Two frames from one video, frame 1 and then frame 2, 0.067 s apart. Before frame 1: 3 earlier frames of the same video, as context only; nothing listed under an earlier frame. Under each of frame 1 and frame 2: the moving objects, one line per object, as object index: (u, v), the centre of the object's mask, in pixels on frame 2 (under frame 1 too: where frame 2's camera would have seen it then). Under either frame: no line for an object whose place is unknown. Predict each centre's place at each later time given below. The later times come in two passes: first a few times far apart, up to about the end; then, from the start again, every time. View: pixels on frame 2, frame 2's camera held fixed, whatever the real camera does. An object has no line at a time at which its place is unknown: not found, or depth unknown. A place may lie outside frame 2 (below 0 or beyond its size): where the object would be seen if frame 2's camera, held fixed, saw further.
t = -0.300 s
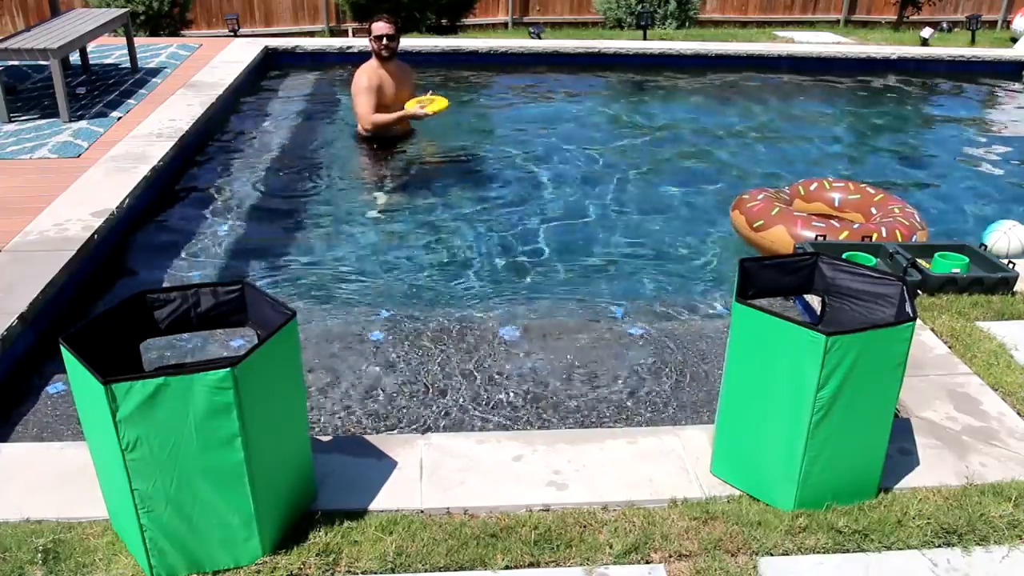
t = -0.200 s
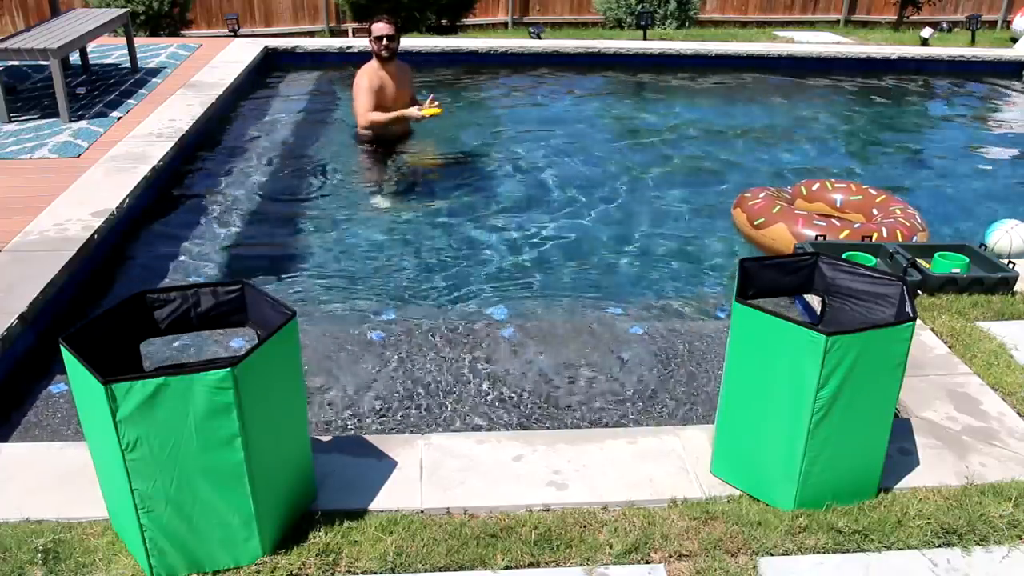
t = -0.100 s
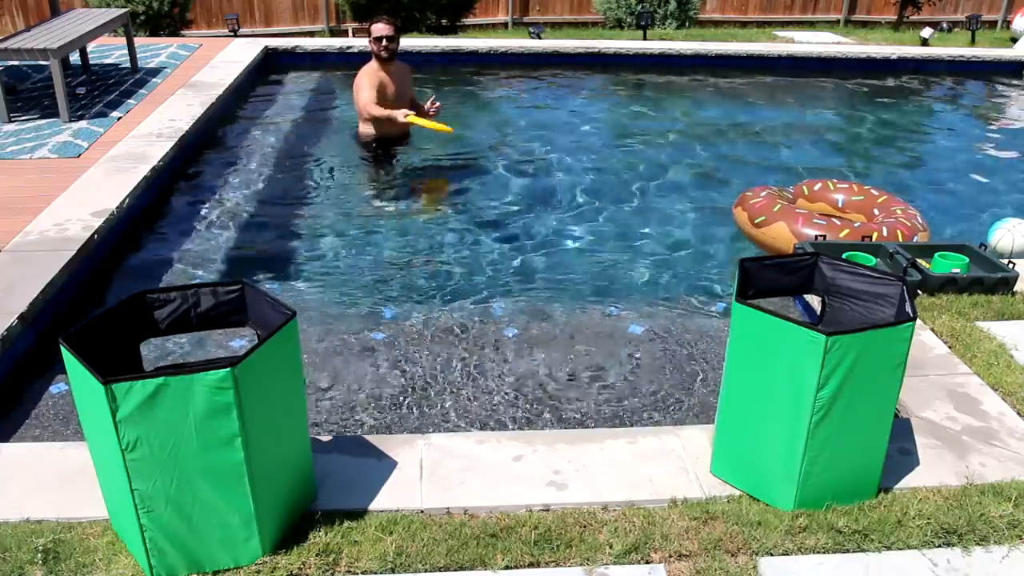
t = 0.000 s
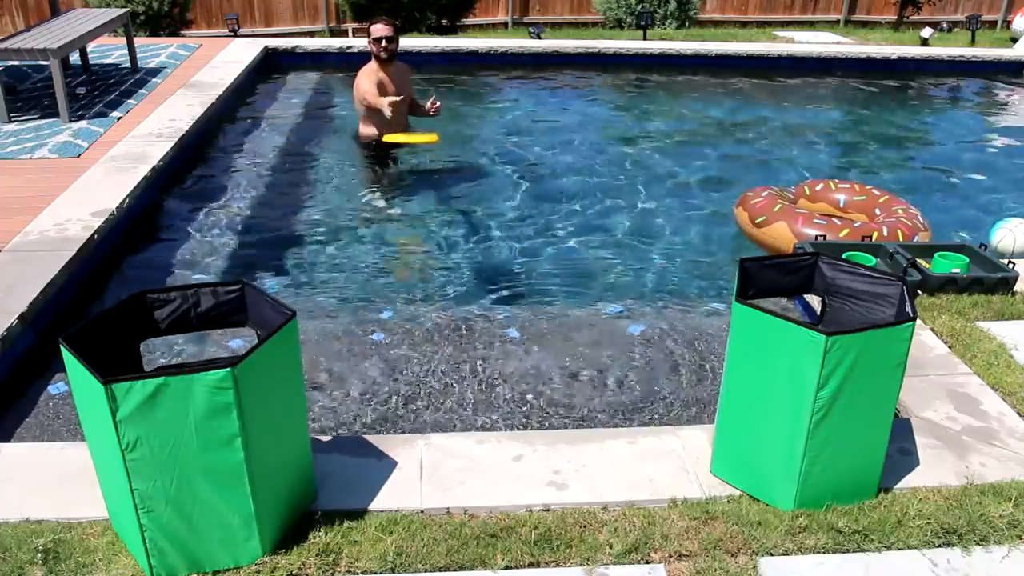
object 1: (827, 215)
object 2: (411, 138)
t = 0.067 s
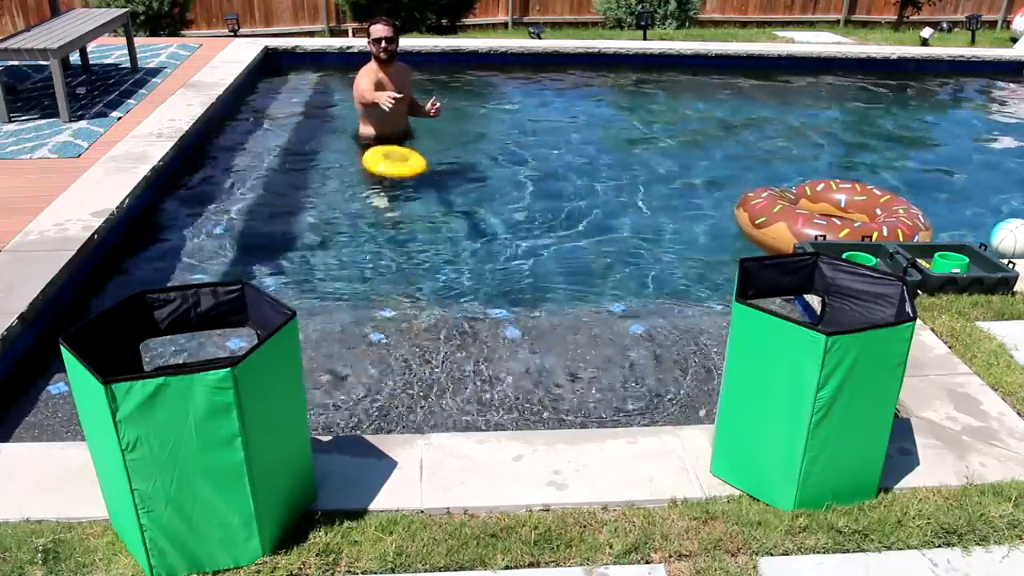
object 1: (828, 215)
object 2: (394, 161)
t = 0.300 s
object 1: (832, 216)
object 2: (325, 359)
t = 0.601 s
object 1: (831, 216)
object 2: (593, 508)
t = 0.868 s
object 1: (832, 216)
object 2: (747, 548)
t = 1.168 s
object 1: (835, 216)
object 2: (771, 553)
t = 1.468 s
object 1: (838, 215)
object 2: (771, 553)
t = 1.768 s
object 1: (841, 214)
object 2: (771, 553)
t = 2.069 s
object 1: (847, 214)
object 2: (771, 553)
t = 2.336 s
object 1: (854, 213)
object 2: (771, 553)
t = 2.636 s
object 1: (863, 213)
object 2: (771, 553)
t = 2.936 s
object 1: (871, 213)
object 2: (771, 553)
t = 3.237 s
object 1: (878, 213)
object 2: (771, 553)
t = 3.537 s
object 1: (885, 212)
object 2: (771, 553)
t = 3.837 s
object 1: (896, 213)
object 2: (771, 553)
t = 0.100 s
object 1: (829, 215)
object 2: (386, 177)
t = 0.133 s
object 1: (829, 215)
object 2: (375, 196)
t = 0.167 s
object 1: (830, 215)
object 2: (362, 219)
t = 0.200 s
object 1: (831, 215)
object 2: (351, 245)
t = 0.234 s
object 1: (831, 216)
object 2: (338, 278)
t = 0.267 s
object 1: (832, 216)
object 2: (327, 316)
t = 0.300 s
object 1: (832, 216)
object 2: (325, 359)
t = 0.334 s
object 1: (832, 216)
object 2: (330, 398)
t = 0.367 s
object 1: (832, 216)
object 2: (349, 422)
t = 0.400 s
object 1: (832, 216)
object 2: (380, 440)
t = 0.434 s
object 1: (832, 216)
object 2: (421, 459)
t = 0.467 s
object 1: (832, 216)
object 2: (455, 471)
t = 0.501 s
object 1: (832, 216)
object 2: (490, 479)
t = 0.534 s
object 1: (832, 216)
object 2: (524, 490)
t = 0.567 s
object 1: (831, 216)
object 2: (559, 499)
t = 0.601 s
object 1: (831, 216)
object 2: (593, 508)
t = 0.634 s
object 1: (831, 216)
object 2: (625, 517)
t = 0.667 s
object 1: (831, 216)
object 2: (655, 526)
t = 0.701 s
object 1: (831, 216)
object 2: (680, 532)
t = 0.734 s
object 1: (831, 216)
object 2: (700, 536)
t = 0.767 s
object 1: (831, 216)
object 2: (714, 539)
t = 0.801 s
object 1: (831, 216)
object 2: (727, 541)
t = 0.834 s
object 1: (831, 216)
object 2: (738, 544)
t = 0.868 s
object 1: (832, 216)
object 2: (747, 548)
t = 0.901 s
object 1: (832, 216)
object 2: (753, 550)
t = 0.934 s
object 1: (832, 216)
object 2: (759, 551)
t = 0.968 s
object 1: (832, 216)
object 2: (763, 552)
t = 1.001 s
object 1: (832, 216)
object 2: (766, 553)
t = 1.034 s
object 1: (833, 216)
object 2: (768, 553)
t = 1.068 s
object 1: (834, 216)
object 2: (771, 553)
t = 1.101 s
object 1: (834, 216)
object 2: (771, 553)
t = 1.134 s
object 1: (835, 216)
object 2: (771, 553)
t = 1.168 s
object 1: (835, 216)
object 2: (771, 553)
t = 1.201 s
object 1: (836, 216)
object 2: (771, 553)
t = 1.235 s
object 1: (836, 215)
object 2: (771, 553)
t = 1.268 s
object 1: (837, 215)
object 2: (771, 553)
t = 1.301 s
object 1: (837, 215)
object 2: (771, 553)
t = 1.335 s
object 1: (837, 215)
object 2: (771, 553)
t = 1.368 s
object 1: (838, 215)
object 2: (771, 553)
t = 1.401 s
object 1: (838, 215)
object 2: (771, 553)
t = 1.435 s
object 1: (838, 215)
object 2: (771, 553)
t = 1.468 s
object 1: (838, 215)
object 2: (771, 553)
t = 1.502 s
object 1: (838, 215)
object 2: (771, 553)
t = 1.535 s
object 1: (838, 215)
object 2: (771, 553)
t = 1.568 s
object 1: (839, 215)
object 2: (771, 553)
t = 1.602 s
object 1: (839, 214)
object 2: (771, 553)
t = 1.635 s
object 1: (839, 214)
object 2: (771, 553)
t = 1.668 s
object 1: (840, 214)
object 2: (771, 553)
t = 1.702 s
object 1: (840, 215)
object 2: (771, 553)
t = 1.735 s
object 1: (840, 215)
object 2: (771, 553)
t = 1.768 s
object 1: (841, 214)
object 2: (771, 553)
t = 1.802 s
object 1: (842, 215)
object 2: (771, 553)
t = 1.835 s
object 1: (842, 214)
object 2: (771, 553)
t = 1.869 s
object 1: (843, 214)
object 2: (771, 553)
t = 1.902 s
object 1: (844, 214)
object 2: (771, 553)
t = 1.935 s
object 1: (844, 214)
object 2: (771, 553)
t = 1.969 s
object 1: (845, 214)
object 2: (771, 553)
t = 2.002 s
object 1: (845, 214)
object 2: (771, 553)
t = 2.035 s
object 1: (846, 214)
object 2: (771, 553)
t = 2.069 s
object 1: (847, 214)
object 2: (771, 553)
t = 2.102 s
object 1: (848, 214)
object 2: (771, 553)
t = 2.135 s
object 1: (849, 214)
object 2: (771, 553)
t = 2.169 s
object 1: (850, 214)
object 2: (771, 553)
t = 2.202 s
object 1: (851, 214)
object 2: (771, 553)
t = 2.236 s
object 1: (852, 214)
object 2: (771, 553)
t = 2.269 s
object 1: (852, 213)
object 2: (771, 553)
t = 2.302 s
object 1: (853, 213)
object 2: (771, 553)
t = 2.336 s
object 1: (854, 213)
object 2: (771, 553)
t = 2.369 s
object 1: (855, 213)
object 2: (771, 553)
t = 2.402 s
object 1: (856, 213)
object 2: (771, 553)
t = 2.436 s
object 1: (857, 213)
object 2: (771, 553)
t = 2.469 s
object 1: (858, 213)
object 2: (771, 553)
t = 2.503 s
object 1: (859, 212)
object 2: (771, 553)
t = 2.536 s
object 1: (860, 213)
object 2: (771, 553)
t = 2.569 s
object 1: (861, 213)
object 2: (771, 553)
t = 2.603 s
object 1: (862, 213)
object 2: (771, 553)
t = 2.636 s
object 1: (863, 213)
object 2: (771, 553)
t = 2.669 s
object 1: (863, 213)
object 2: (771, 553)
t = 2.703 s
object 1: (865, 213)
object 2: (771, 553)
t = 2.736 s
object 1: (866, 213)
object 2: (771, 553)
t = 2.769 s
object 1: (867, 213)
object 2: (771, 553)
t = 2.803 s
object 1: (867, 213)
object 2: (771, 553)
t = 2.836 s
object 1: (868, 214)
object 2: (771, 553)
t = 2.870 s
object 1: (869, 213)
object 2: (771, 553)
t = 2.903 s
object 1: (870, 214)
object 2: (771, 553)
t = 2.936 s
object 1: (871, 213)
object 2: (771, 553)
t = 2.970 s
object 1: (872, 213)
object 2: (771, 553)
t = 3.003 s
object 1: (872, 213)
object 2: (771, 553)
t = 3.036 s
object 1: (873, 213)
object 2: (771, 553)
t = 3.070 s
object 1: (874, 213)
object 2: (771, 553)
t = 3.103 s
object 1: (875, 213)
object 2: (771, 553)
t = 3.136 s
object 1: (876, 213)
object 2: (771, 553)
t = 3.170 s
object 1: (877, 213)
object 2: (771, 553)
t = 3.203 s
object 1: (877, 213)
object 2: (771, 553)
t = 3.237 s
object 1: (878, 213)
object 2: (771, 553)
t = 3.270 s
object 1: (879, 212)
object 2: (771, 553)
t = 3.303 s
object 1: (879, 212)
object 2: (771, 553)
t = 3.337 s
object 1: (880, 212)
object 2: (771, 553)
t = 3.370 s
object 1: (881, 212)
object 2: (771, 553)
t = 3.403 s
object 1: (882, 212)
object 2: (771, 553)
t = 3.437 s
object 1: (883, 212)
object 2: (771, 553)
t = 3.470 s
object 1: (884, 212)
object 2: (771, 553)
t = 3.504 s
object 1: (885, 212)
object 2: (771, 553)
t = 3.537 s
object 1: (885, 212)
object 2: (771, 553)
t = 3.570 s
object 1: (886, 213)
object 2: (771, 553)
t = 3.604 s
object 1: (888, 213)
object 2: (771, 553)
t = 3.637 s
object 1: (889, 213)
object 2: (771, 553)
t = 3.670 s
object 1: (890, 213)
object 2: (771, 553)
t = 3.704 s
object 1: (892, 213)
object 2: (771, 553)
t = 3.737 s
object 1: (893, 213)
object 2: (771, 553)
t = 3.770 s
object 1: (894, 213)
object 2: (771, 553)
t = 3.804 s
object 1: (895, 213)
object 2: (771, 553)
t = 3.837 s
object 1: (896, 213)
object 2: (771, 553)
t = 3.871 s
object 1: (898, 213)
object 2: (771, 553)
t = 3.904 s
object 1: (899, 214)
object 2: (771, 553)
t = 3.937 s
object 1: (900, 214)
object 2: (771, 553)
